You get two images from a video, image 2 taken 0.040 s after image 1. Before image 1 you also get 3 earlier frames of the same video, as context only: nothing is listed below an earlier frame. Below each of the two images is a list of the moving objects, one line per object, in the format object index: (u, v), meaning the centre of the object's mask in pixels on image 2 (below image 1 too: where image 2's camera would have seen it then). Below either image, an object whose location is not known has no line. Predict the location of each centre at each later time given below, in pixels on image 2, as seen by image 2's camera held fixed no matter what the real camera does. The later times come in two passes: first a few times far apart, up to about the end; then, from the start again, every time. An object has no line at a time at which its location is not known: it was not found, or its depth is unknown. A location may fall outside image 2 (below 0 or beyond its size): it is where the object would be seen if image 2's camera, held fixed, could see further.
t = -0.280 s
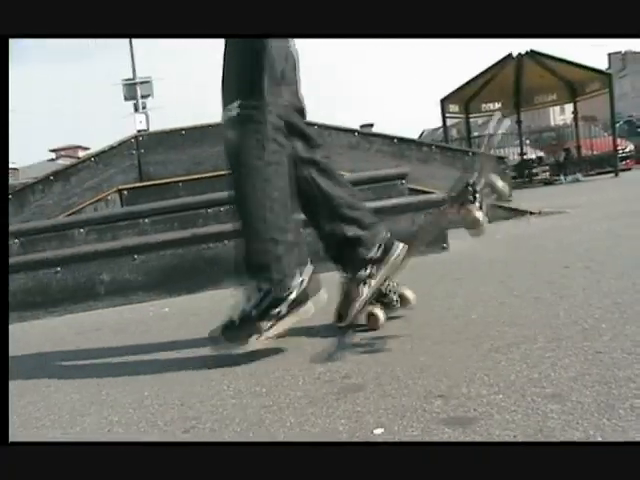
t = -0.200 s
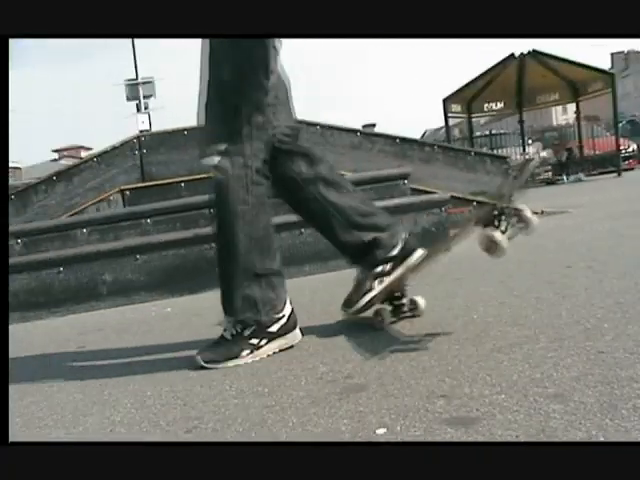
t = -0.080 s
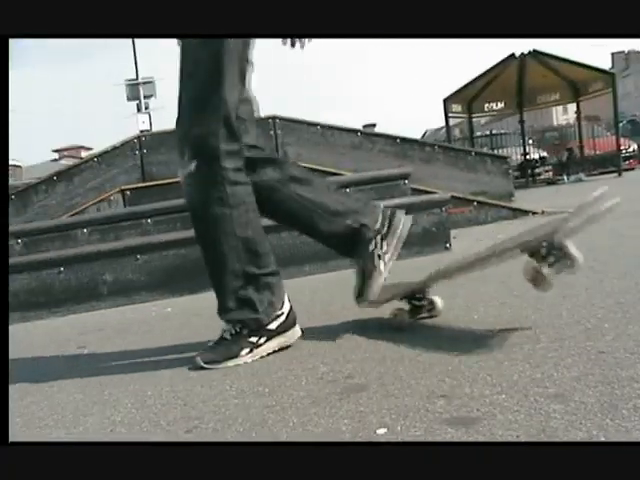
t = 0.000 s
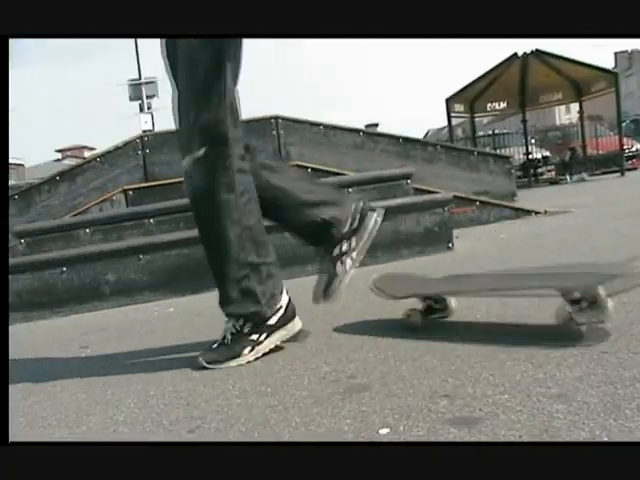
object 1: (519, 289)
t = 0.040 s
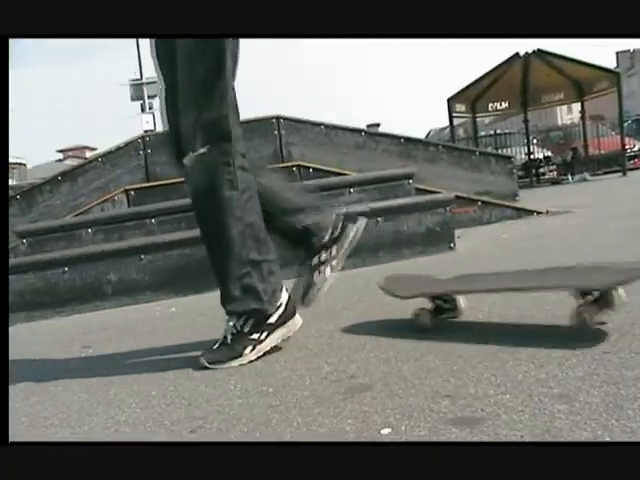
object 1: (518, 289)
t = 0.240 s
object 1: (526, 292)
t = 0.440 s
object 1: (540, 290)
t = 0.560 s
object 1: (566, 290)
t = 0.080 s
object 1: (522, 288)
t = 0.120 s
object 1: (528, 290)
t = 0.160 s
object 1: (528, 294)
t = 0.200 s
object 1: (529, 292)
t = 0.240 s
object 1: (526, 292)
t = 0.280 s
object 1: (523, 290)
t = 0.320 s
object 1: (527, 289)
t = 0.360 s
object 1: (530, 290)
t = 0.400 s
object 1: (535, 290)
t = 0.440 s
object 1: (540, 290)
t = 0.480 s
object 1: (548, 290)
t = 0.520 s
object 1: (556, 290)
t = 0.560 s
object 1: (566, 290)
